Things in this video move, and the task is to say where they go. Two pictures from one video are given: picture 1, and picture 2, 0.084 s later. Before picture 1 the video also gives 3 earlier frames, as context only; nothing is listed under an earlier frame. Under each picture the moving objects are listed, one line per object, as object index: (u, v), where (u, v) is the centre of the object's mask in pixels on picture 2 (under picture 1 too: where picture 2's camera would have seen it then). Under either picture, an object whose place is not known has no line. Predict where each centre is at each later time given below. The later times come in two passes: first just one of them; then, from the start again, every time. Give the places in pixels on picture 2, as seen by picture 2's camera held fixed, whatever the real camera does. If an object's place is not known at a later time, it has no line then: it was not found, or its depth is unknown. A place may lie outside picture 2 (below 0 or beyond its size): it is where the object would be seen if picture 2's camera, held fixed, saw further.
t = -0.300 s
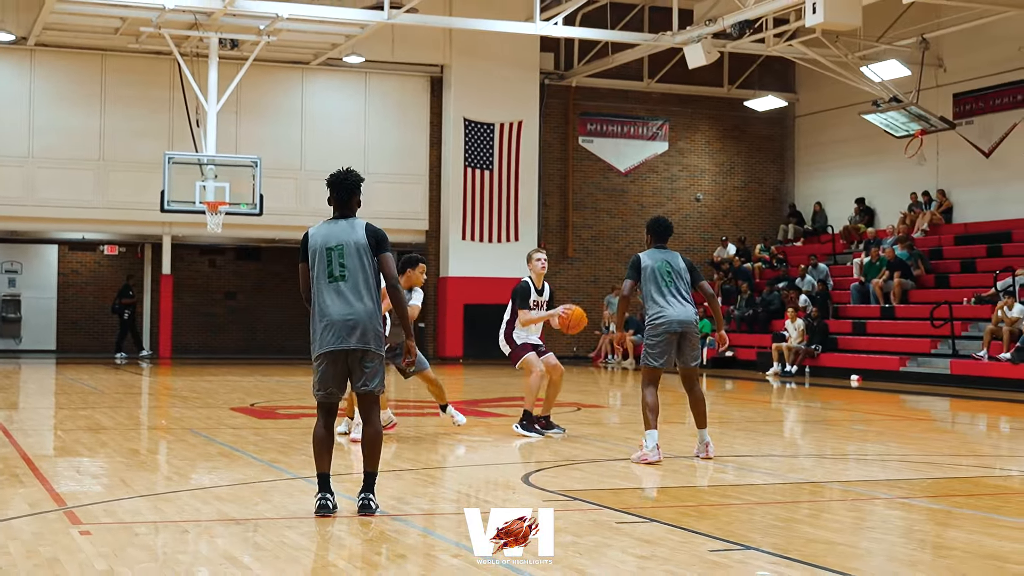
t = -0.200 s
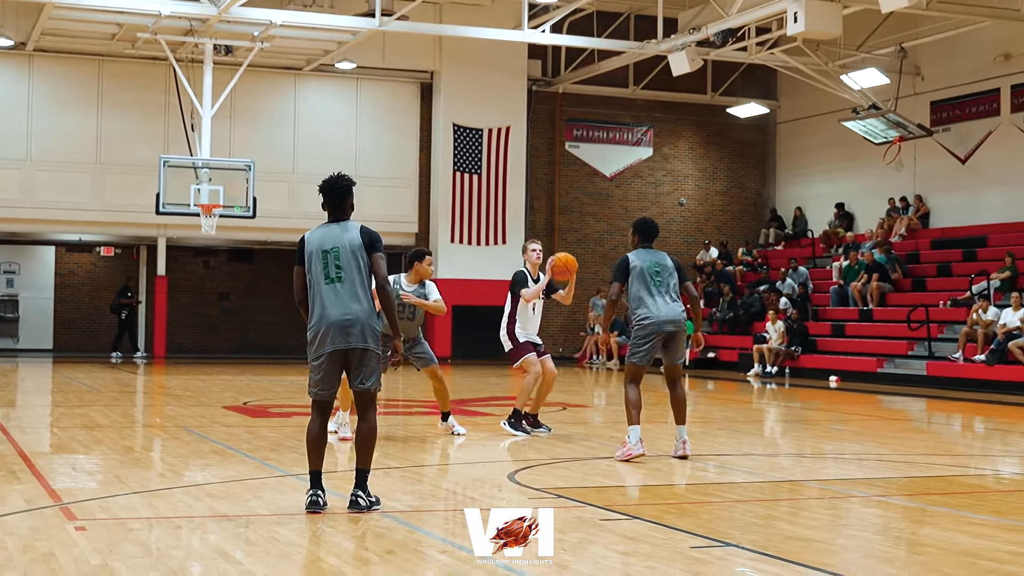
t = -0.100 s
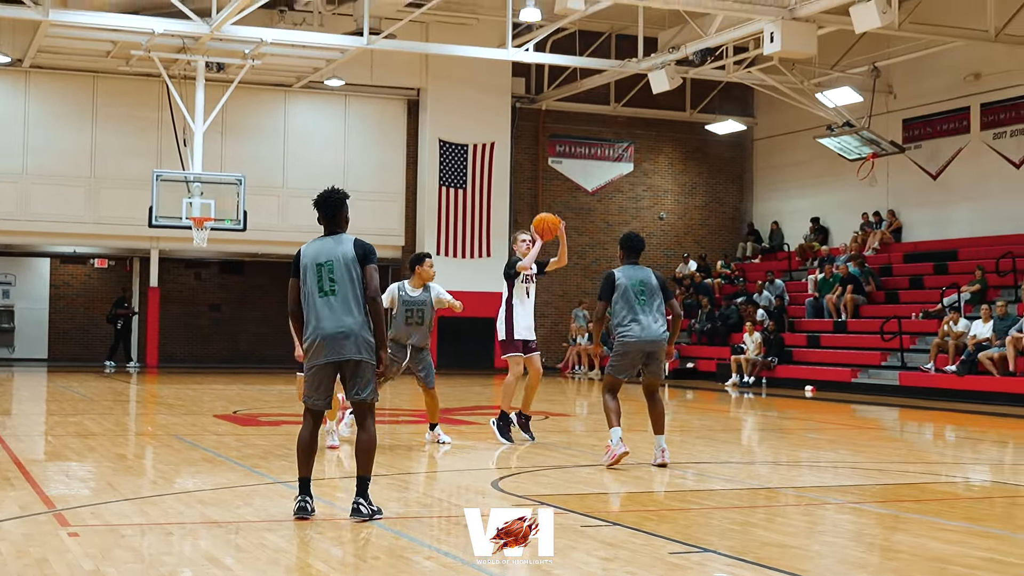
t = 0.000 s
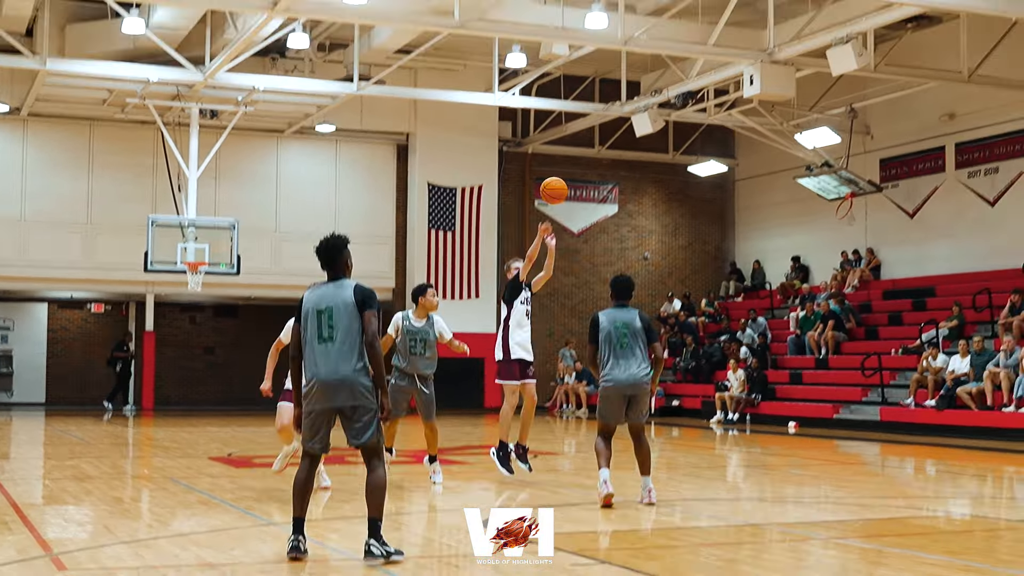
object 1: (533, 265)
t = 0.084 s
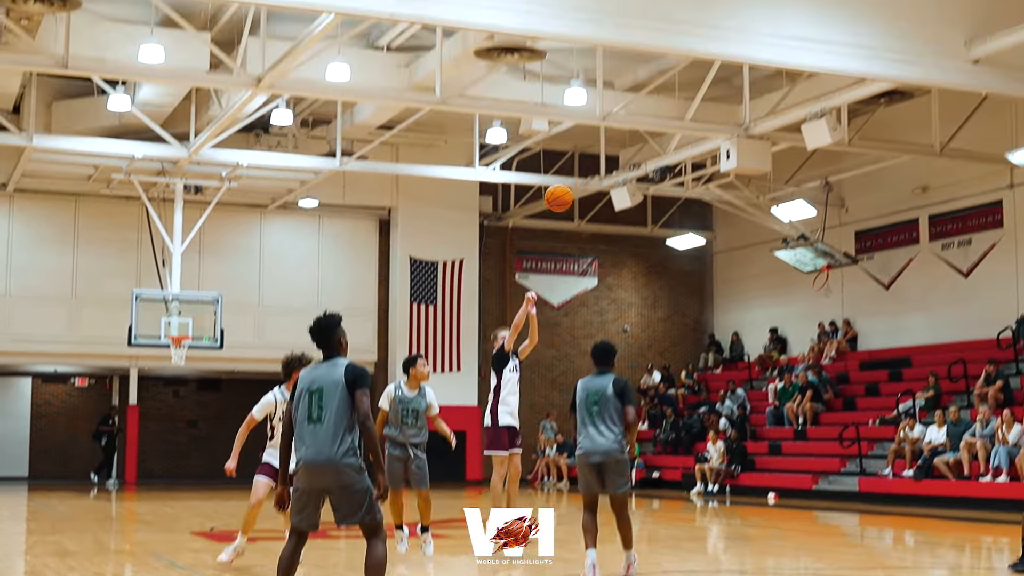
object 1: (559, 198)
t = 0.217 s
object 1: (600, 101)
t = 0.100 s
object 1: (563, 185)
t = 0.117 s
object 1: (568, 173)
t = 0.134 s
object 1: (573, 160)
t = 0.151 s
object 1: (578, 148)
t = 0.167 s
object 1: (584, 136)
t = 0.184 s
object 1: (589, 125)
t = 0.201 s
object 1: (595, 113)
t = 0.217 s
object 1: (600, 101)
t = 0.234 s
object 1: (606, 89)
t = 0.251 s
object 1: (612, 78)
